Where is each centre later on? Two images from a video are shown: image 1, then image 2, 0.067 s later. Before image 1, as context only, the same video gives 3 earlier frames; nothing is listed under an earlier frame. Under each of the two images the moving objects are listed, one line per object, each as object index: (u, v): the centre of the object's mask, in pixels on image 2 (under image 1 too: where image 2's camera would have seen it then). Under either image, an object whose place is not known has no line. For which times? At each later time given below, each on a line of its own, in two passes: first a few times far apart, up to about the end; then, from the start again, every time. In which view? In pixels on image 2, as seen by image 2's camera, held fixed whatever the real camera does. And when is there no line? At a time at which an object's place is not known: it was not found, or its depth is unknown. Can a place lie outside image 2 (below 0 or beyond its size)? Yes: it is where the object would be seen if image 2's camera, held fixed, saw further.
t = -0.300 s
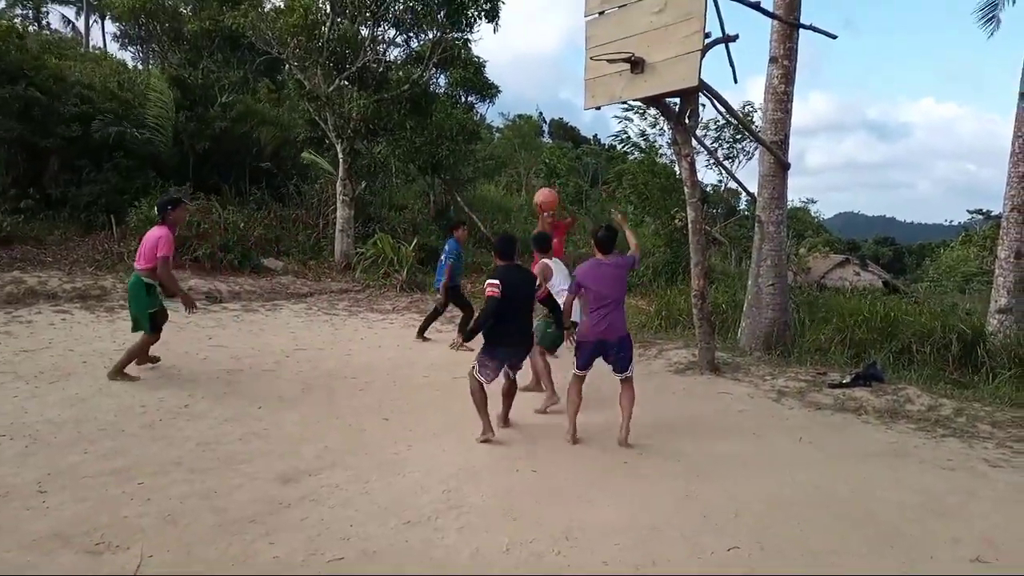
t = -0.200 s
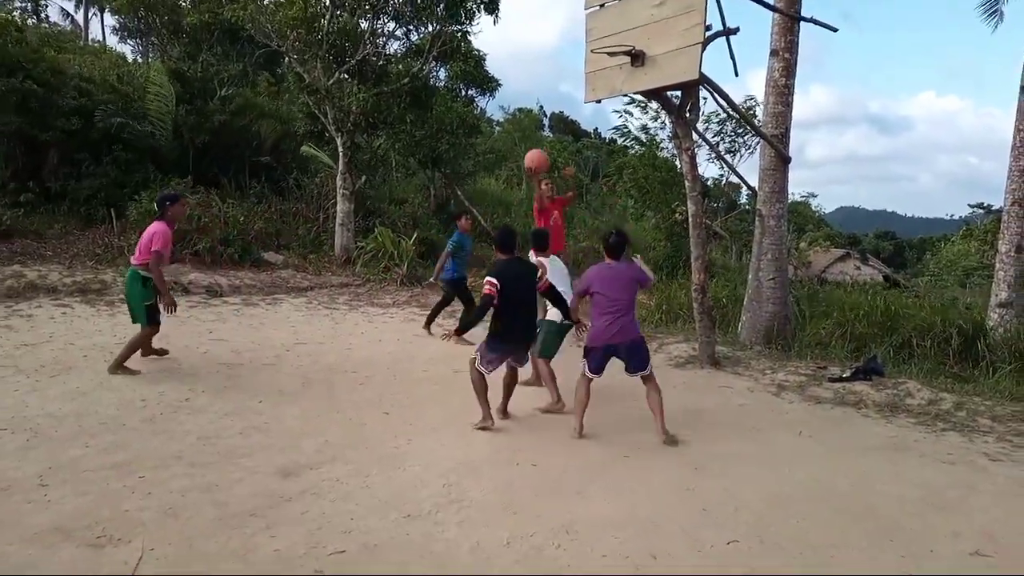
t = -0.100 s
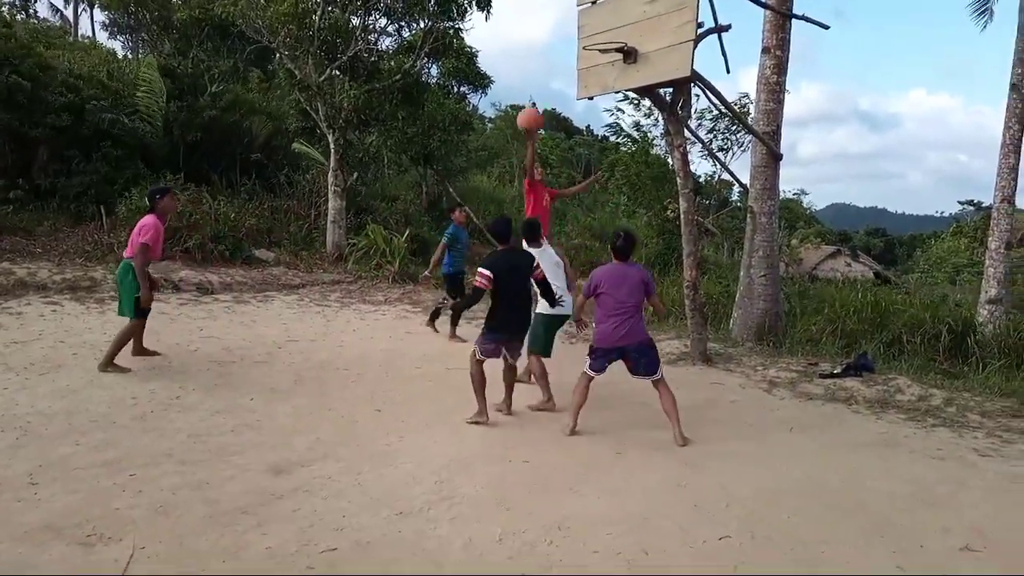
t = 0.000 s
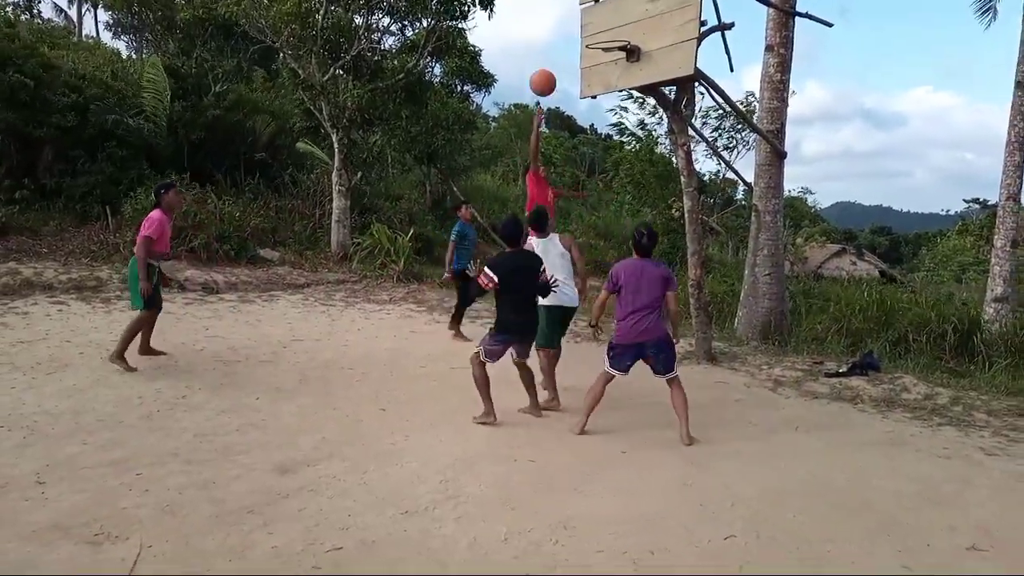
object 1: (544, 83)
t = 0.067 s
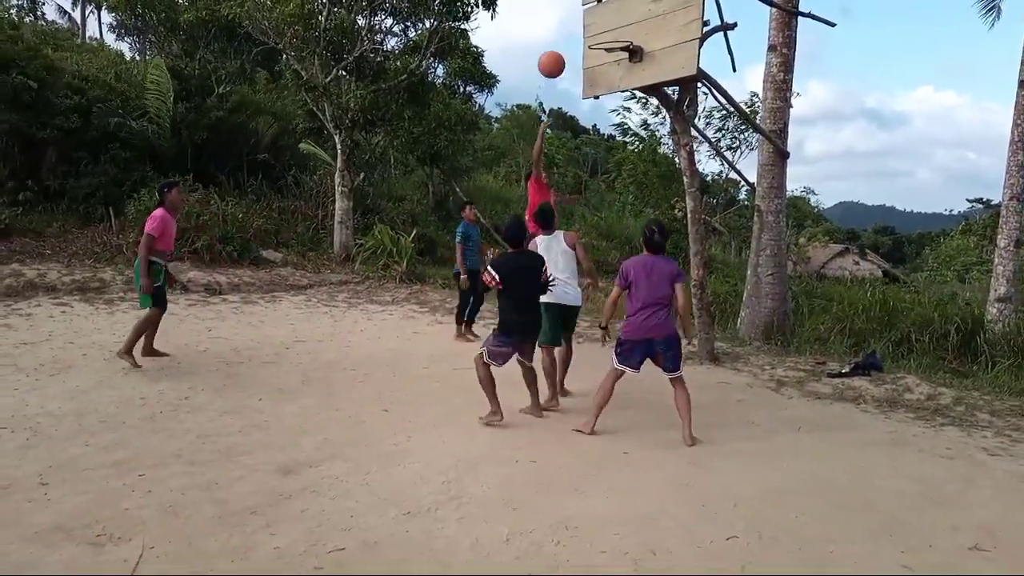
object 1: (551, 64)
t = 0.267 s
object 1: (570, 36)
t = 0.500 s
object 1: (565, 51)
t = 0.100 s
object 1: (555, 57)
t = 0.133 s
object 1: (558, 50)
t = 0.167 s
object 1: (561, 45)
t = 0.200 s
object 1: (564, 41)
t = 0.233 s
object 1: (567, 38)
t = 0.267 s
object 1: (570, 36)
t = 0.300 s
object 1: (573, 36)
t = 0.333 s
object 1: (577, 37)
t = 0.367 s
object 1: (580, 40)
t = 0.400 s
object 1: (578, 42)
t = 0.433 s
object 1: (573, 44)
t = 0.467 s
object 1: (569, 47)
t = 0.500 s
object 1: (565, 51)
